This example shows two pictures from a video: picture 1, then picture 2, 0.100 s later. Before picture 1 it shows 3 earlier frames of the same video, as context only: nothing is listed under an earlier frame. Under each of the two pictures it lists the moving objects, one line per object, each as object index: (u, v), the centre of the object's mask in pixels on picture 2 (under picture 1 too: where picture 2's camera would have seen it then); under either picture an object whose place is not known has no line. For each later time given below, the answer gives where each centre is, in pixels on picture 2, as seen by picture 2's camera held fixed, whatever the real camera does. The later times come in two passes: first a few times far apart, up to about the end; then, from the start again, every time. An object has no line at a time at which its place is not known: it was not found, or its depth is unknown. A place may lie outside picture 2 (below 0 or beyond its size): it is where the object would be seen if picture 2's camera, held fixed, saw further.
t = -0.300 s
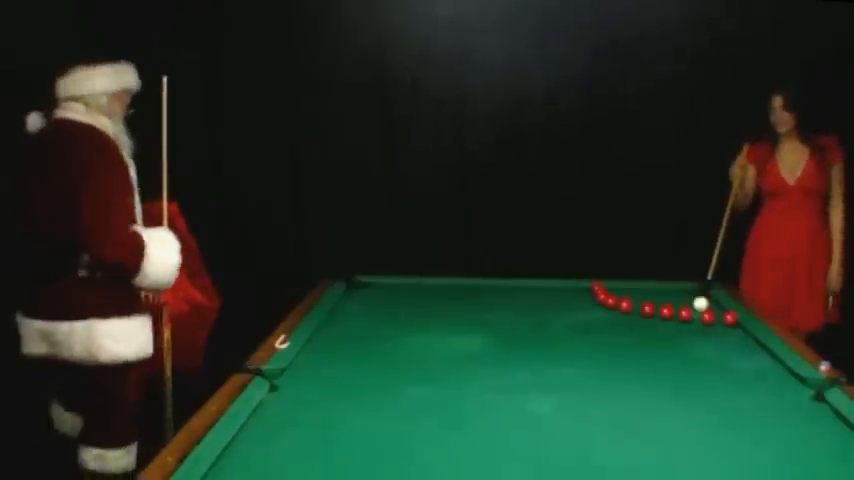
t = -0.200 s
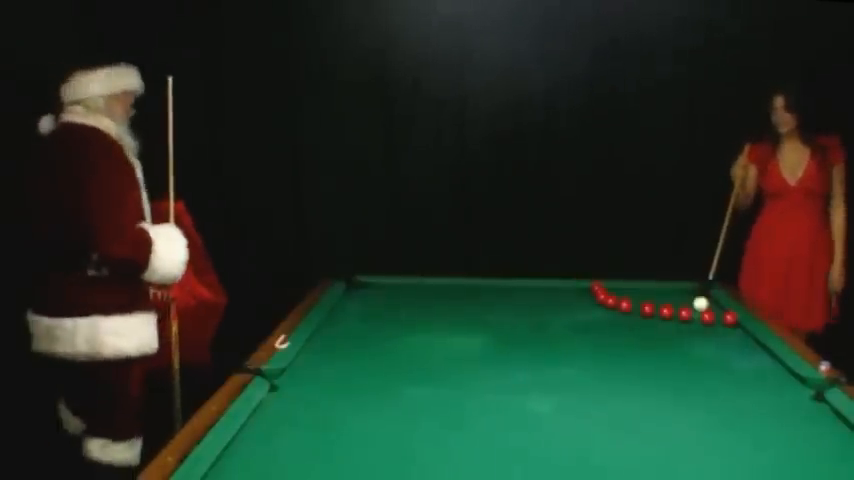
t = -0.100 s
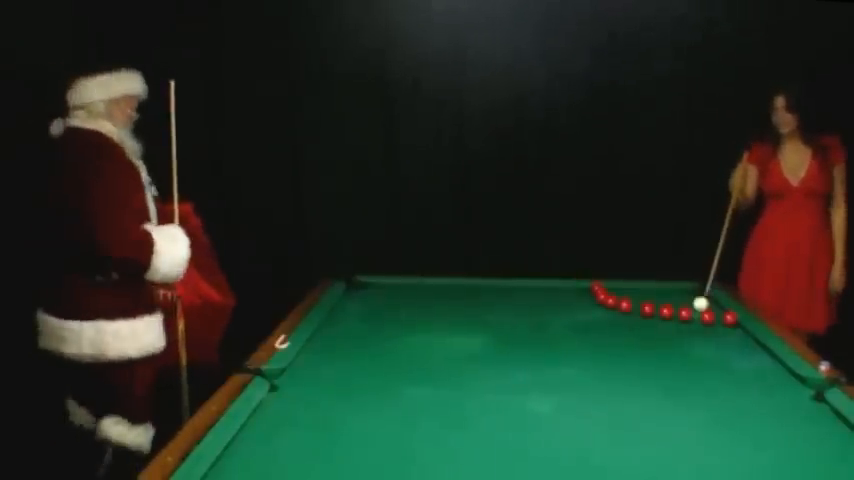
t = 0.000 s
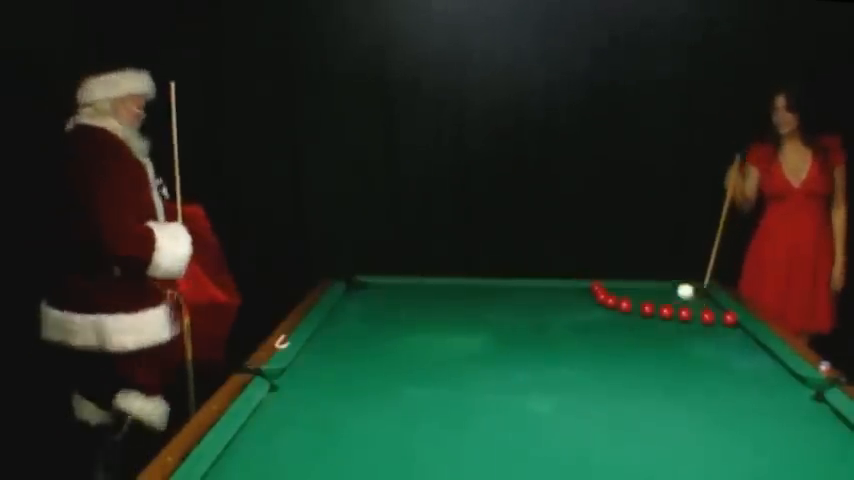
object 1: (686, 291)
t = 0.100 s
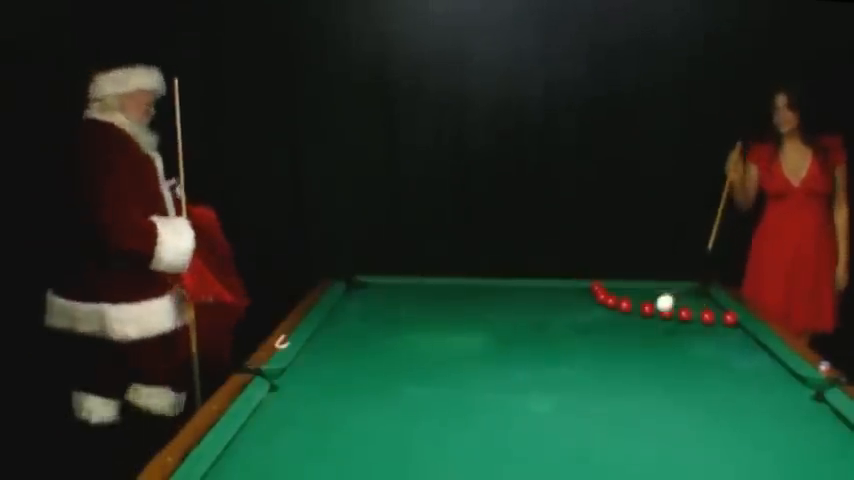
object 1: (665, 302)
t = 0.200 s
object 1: (641, 337)
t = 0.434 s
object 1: (587, 375)
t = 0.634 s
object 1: (546, 407)
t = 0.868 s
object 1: (499, 445)
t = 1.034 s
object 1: (460, 472)
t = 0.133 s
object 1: (658, 313)
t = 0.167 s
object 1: (649, 328)
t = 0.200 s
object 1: (641, 337)
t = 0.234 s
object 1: (634, 337)
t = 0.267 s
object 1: (627, 341)
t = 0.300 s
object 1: (619, 348)
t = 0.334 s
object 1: (611, 358)
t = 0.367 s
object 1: (603, 362)
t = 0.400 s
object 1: (595, 367)
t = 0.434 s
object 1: (587, 375)
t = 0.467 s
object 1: (580, 380)
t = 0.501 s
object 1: (572, 385)
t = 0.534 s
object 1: (565, 391)
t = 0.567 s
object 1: (558, 396)
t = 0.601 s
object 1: (552, 402)
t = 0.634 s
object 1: (546, 407)
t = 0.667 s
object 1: (540, 412)
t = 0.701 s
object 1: (534, 417)
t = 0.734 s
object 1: (528, 423)
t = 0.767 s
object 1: (521, 428)
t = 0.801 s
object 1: (515, 434)
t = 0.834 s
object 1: (507, 440)
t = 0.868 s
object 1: (499, 445)
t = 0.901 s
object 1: (491, 452)
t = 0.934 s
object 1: (484, 458)
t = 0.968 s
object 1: (476, 464)
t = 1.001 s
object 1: (468, 468)
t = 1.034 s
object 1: (460, 472)
